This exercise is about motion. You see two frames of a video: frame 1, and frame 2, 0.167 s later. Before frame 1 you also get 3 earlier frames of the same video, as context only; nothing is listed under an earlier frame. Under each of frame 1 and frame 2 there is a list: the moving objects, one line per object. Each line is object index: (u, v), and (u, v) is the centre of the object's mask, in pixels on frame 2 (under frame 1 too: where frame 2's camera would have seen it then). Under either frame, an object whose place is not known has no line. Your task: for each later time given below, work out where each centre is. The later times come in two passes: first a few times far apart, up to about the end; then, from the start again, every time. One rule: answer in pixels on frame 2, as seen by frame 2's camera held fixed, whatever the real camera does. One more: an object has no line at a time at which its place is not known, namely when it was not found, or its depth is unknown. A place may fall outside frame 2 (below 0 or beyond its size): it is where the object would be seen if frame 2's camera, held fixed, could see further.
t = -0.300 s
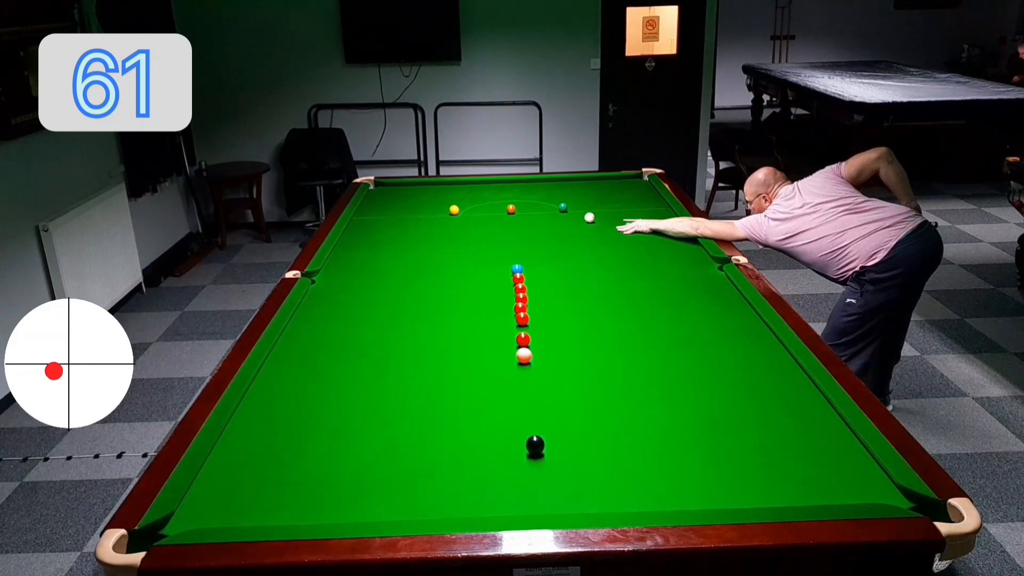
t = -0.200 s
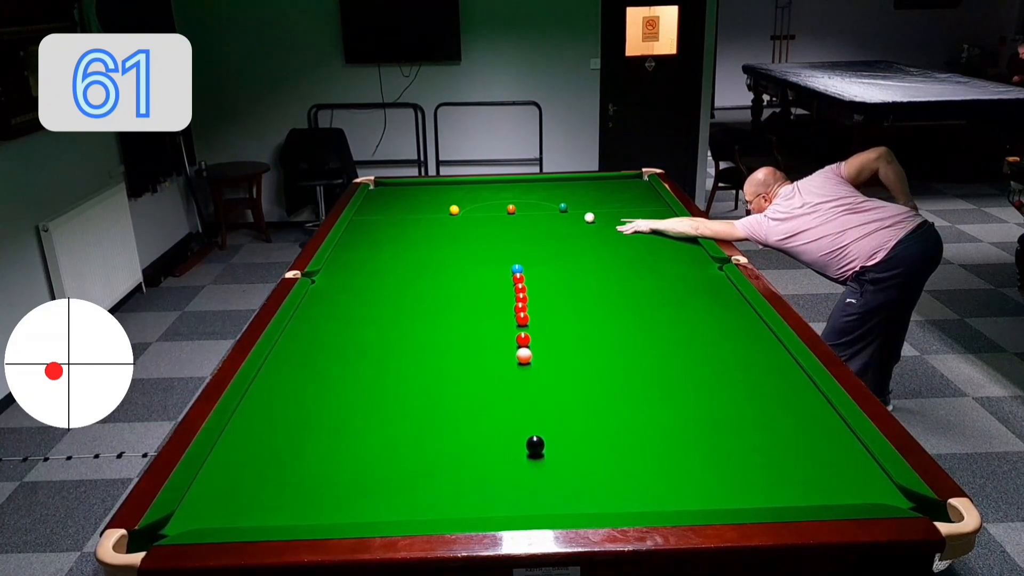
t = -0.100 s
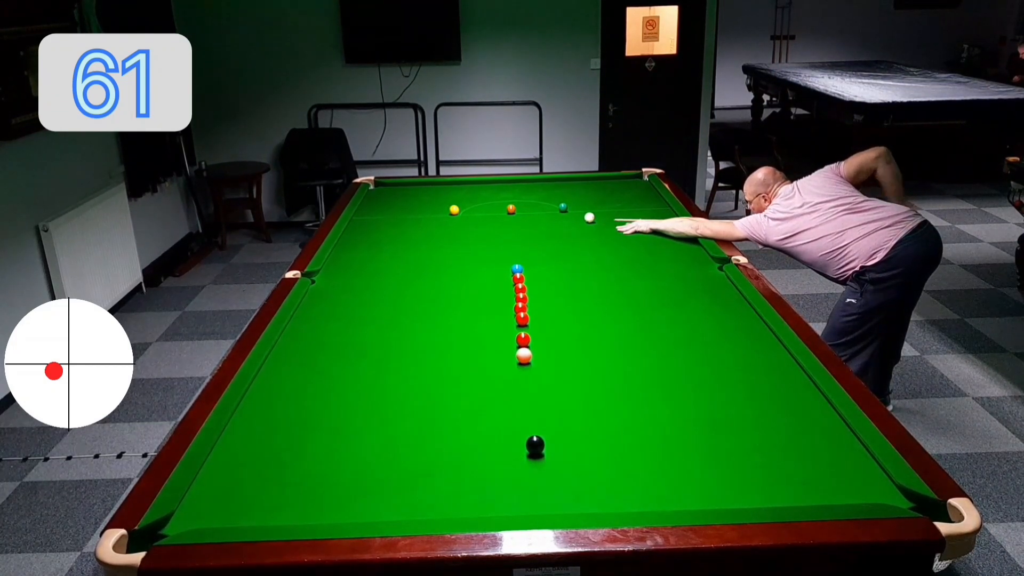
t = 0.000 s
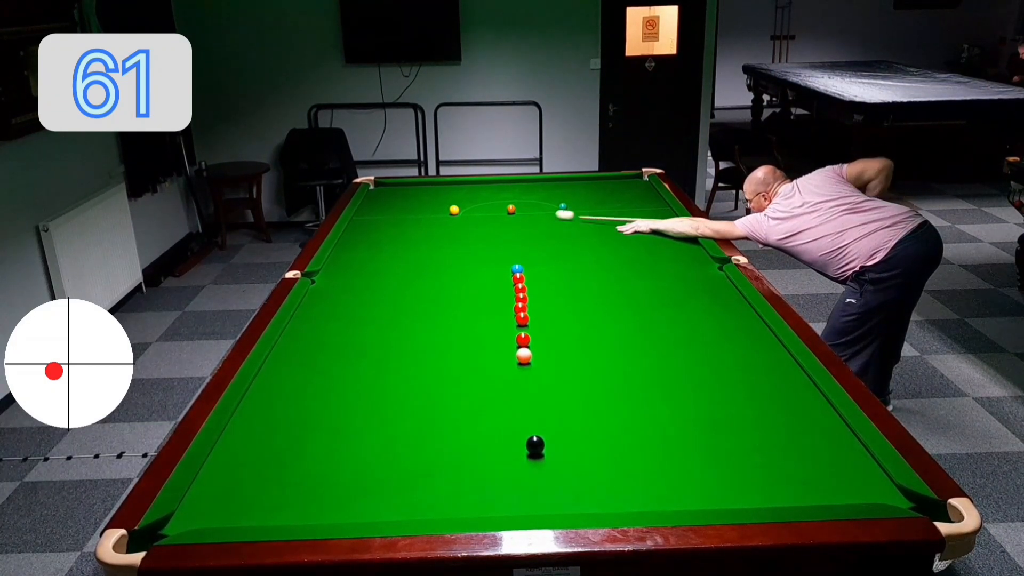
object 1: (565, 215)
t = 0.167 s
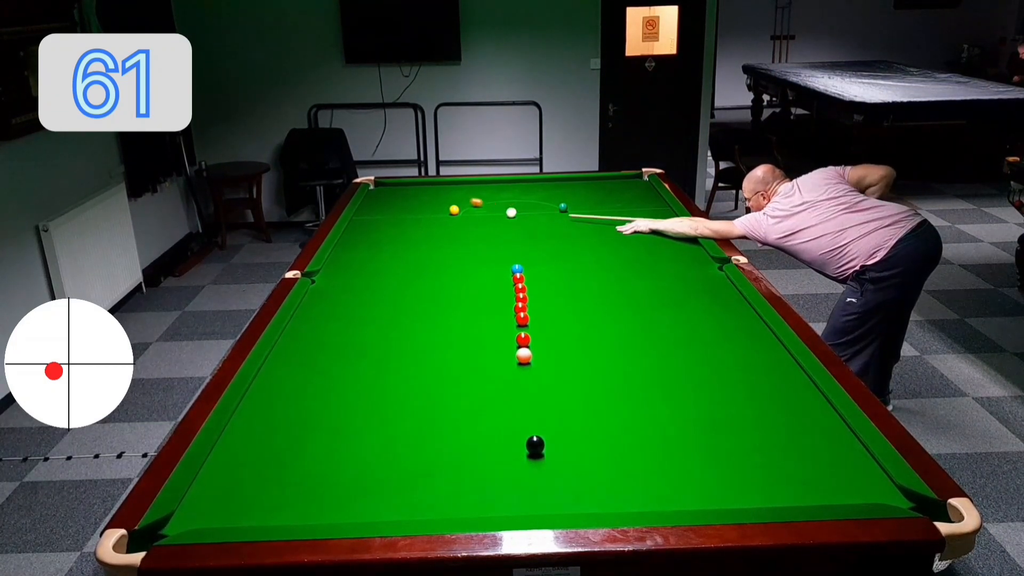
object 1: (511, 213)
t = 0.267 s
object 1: (504, 215)
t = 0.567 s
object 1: (484, 222)
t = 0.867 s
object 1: (464, 229)
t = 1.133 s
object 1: (445, 235)
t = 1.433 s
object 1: (425, 242)
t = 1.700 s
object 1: (407, 248)
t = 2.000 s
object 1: (387, 254)
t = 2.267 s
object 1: (370, 260)
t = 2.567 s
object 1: (350, 267)
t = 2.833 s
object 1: (333, 273)
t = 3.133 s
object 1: (315, 279)
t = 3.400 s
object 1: (324, 277)
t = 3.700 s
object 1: (334, 275)
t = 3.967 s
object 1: (342, 274)
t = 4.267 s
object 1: (349, 273)
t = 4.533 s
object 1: (354, 272)
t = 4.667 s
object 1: (355, 272)
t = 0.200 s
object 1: (509, 213)
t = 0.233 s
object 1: (506, 214)
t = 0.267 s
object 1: (504, 215)
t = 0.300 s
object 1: (502, 216)
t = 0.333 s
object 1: (500, 216)
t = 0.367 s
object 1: (497, 217)
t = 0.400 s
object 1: (495, 218)
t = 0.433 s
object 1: (493, 219)
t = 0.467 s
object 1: (491, 220)
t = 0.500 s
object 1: (488, 220)
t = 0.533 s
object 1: (486, 221)
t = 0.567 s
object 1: (484, 222)
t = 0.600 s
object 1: (482, 223)
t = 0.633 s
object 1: (479, 223)
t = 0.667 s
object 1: (477, 224)
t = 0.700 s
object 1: (475, 225)
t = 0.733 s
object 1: (473, 226)
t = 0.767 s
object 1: (470, 226)
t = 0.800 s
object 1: (468, 227)
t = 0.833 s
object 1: (466, 228)
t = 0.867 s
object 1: (464, 229)
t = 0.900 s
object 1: (461, 229)
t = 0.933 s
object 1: (459, 230)
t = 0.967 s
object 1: (457, 231)
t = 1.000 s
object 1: (455, 232)
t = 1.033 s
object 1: (452, 232)
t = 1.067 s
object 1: (450, 233)
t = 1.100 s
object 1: (448, 234)
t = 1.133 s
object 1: (445, 235)
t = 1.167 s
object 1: (443, 235)
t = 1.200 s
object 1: (441, 236)
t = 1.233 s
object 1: (439, 237)
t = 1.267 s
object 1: (436, 238)
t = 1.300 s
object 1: (434, 238)
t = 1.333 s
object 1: (432, 239)
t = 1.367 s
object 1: (430, 240)
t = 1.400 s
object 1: (427, 241)
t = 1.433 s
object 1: (425, 242)
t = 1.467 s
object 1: (423, 242)
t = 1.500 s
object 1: (421, 243)
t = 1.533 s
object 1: (418, 244)
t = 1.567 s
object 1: (416, 245)
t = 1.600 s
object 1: (414, 245)
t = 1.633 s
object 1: (412, 246)
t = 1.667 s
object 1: (409, 247)
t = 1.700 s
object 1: (407, 248)
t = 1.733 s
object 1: (405, 248)
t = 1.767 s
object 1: (403, 249)
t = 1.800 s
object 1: (400, 250)
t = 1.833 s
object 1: (398, 251)
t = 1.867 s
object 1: (396, 251)
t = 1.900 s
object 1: (394, 252)
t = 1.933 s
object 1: (391, 253)
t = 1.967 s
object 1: (389, 254)
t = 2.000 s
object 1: (387, 254)
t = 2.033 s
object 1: (385, 255)
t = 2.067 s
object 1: (383, 256)
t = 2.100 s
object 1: (380, 257)
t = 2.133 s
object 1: (378, 257)
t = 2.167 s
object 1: (376, 258)
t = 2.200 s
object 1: (374, 259)
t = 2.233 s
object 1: (372, 260)
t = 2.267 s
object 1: (370, 260)
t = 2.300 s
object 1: (367, 261)
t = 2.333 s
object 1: (365, 262)
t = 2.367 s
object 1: (363, 263)
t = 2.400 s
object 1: (361, 263)
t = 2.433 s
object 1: (359, 264)
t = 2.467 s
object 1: (356, 265)
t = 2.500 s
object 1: (354, 266)
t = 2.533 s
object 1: (352, 266)
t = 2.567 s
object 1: (350, 267)
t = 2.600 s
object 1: (348, 268)
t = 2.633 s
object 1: (346, 268)
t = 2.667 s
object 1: (343, 269)
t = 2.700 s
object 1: (341, 270)
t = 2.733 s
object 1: (339, 271)
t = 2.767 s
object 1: (337, 271)
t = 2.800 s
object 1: (335, 272)
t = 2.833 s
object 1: (333, 273)
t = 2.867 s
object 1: (331, 273)
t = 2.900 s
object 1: (329, 274)
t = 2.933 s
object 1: (327, 275)
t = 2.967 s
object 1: (325, 275)
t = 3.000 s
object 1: (323, 276)
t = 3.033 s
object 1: (321, 277)
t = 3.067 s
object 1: (319, 278)
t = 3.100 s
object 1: (317, 278)
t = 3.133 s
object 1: (315, 279)
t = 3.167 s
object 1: (315, 279)
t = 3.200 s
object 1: (316, 279)
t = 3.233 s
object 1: (317, 278)
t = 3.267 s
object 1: (318, 278)
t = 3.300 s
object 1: (320, 278)
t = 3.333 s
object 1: (321, 278)
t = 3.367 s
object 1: (323, 277)
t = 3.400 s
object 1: (324, 277)
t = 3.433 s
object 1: (325, 277)
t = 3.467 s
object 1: (326, 277)
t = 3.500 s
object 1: (328, 277)
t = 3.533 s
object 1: (329, 276)
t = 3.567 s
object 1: (330, 276)
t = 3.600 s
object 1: (331, 276)
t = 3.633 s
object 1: (332, 276)
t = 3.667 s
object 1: (333, 276)
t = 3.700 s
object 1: (334, 275)
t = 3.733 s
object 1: (335, 275)
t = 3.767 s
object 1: (336, 275)
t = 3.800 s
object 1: (337, 275)
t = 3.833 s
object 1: (338, 275)
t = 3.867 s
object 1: (339, 274)
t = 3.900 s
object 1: (340, 274)
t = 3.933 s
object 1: (341, 274)
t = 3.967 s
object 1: (342, 274)
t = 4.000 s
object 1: (343, 274)
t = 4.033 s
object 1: (344, 274)
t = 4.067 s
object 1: (345, 274)
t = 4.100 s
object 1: (345, 273)
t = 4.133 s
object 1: (346, 273)
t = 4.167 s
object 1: (347, 273)
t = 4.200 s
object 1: (348, 273)
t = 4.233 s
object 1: (348, 273)
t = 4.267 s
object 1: (349, 273)
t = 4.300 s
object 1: (350, 273)
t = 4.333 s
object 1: (350, 273)
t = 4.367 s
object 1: (351, 273)
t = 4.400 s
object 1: (351, 272)
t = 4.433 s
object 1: (352, 272)
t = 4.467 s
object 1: (353, 272)
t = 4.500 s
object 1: (353, 272)
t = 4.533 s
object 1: (354, 272)
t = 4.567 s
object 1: (354, 272)
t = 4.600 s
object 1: (355, 272)
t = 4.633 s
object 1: (355, 272)
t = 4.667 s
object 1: (355, 272)
